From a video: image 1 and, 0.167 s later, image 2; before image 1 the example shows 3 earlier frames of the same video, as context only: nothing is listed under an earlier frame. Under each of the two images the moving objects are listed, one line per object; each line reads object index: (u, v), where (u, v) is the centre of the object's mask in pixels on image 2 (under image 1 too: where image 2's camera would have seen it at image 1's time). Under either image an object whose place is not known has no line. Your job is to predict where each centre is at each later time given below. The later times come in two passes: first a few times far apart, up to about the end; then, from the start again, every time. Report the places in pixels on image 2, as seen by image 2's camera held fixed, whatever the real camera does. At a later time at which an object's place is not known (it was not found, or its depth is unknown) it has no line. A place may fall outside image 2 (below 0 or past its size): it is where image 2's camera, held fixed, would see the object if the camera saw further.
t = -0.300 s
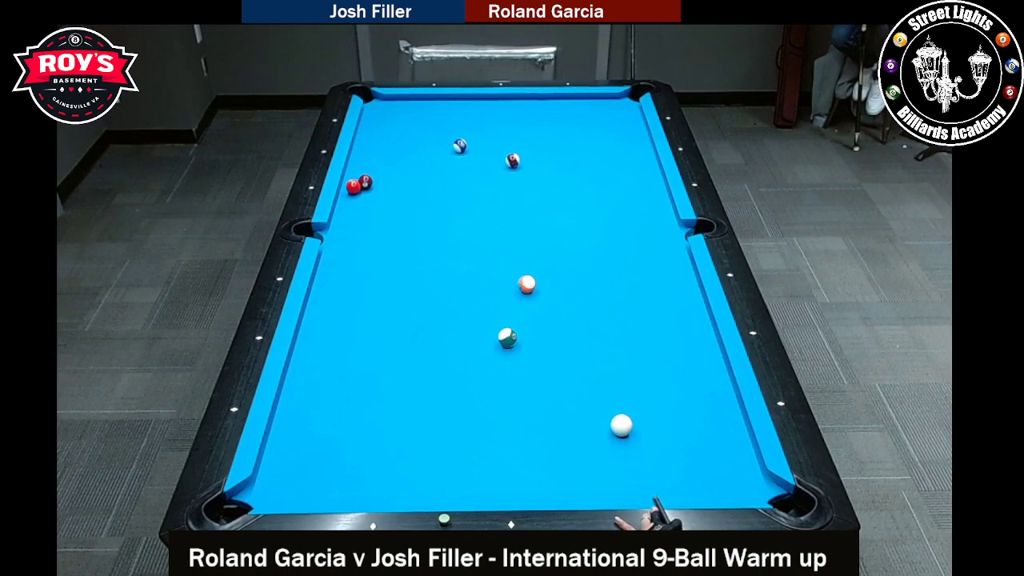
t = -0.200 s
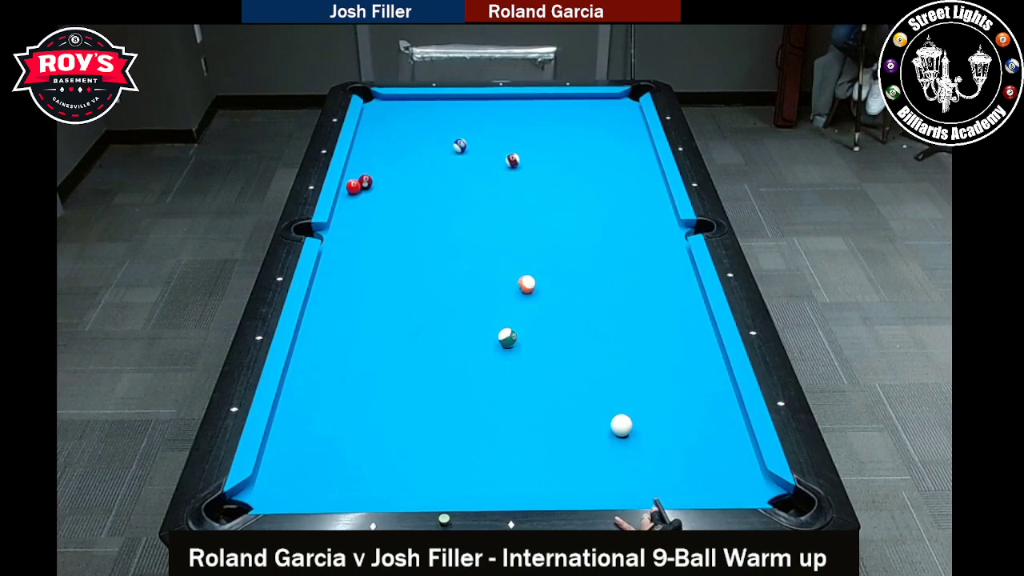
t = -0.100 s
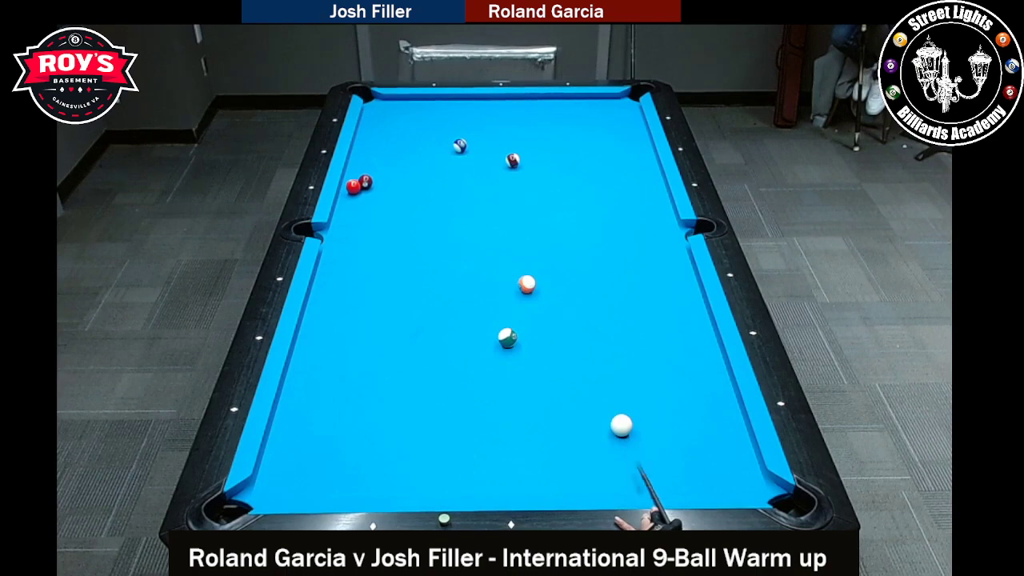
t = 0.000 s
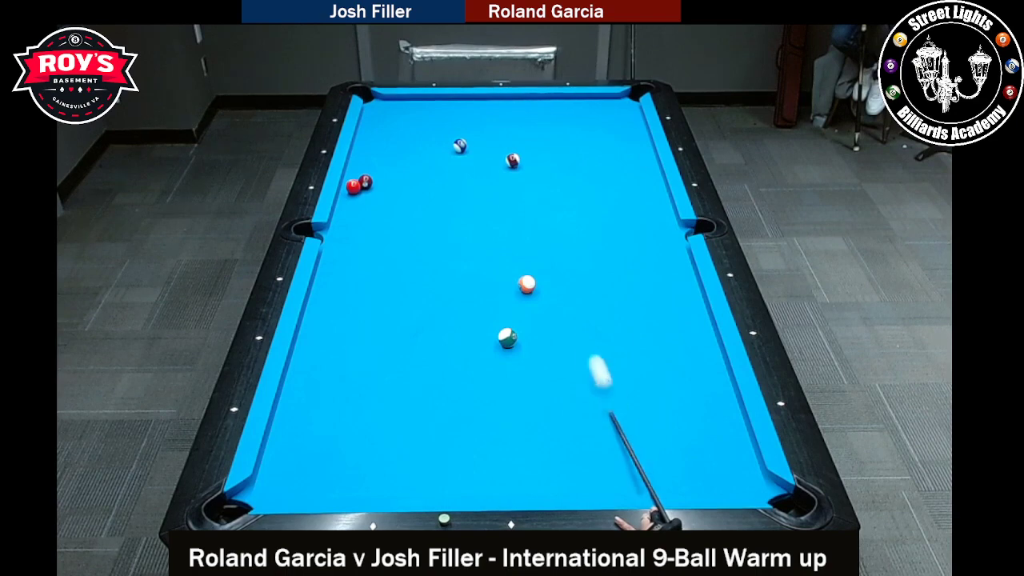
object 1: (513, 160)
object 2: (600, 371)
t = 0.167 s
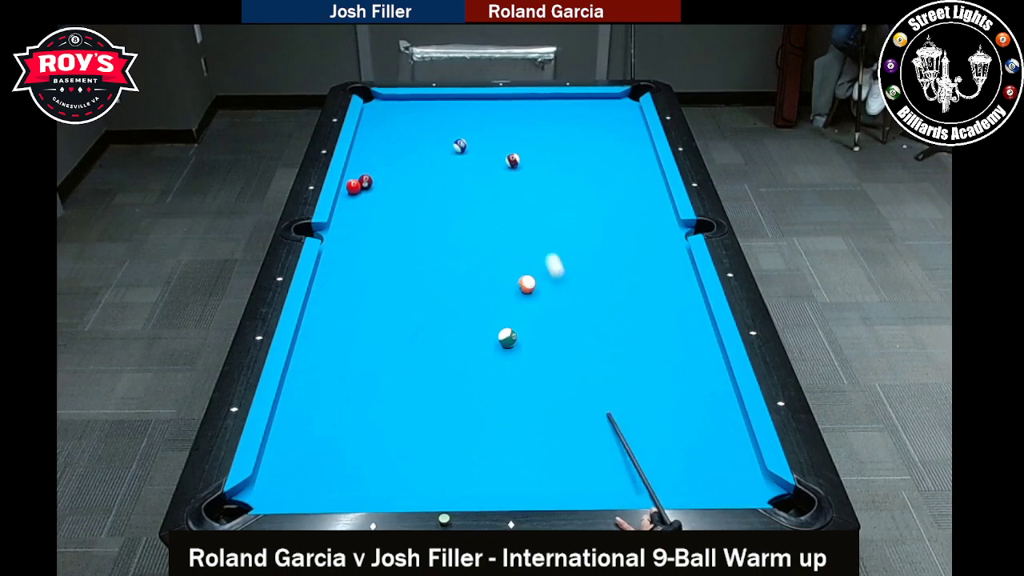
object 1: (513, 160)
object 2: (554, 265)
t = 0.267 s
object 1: (513, 160)
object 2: (536, 221)
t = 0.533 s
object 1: (514, 140)
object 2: (502, 166)
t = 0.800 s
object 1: (519, 98)
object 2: (475, 163)
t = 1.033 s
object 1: (524, 115)
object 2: (454, 160)
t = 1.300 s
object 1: (530, 136)
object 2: (431, 157)
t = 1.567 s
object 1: (536, 159)
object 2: (410, 155)
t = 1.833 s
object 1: (542, 182)
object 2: (390, 153)
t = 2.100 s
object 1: (549, 208)
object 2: (371, 151)
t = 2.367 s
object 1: (556, 235)
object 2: (356, 150)
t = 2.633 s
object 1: (564, 264)
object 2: (365, 150)
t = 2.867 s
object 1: (570, 291)
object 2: (372, 150)
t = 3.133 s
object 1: (579, 323)
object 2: (378, 150)
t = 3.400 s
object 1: (588, 358)
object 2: (383, 150)
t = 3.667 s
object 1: (598, 396)
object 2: (386, 150)
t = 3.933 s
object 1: (609, 437)
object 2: (388, 149)
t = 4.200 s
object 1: (621, 481)
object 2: (389, 149)
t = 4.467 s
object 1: (622, 467)
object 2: (389, 149)
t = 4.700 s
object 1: (620, 446)
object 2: (389, 149)
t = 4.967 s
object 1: (619, 424)
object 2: (389, 149)
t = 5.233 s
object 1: (618, 405)
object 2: (389, 149)
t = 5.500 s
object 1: (617, 388)
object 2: (389, 149)
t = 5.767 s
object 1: (617, 374)
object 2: (389, 149)
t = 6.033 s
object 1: (616, 361)
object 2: (389, 149)
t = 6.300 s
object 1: (616, 350)
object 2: (389, 149)
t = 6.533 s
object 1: (616, 342)
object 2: (389, 149)
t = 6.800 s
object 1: (615, 334)
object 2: (389, 149)
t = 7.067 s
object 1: (615, 328)
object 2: (389, 149)
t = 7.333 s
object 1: (614, 322)
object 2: (389, 149)
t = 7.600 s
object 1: (612, 319)
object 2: (389, 149)
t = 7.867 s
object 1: (611, 316)
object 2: (389, 149)
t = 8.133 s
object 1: (611, 314)
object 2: (389, 149)
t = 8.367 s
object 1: (611, 314)
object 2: (389, 149)
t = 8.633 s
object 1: (611, 314)
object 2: (389, 149)
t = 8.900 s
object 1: (611, 314)
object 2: (389, 149)
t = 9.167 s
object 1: (611, 314)
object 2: (389, 149)
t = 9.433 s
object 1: (611, 314)
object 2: (389, 149)
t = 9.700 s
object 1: (611, 314)
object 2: (389, 149)
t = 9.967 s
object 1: (611, 314)
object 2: (389, 149)
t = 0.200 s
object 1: (513, 160)
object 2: (548, 249)
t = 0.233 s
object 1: (513, 160)
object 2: (541, 234)
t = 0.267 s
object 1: (513, 160)
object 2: (536, 221)
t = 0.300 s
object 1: (513, 161)
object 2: (530, 208)
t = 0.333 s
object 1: (513, 160)
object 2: (525, 197)
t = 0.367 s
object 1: (513, 160)
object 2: (521, 186)
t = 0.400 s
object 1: (513, 160)
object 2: (517, 176)
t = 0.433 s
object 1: (514, 157)
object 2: (512, 168)
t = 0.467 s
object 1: (514, 153)
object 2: (509, 166)
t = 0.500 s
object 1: (514, 147)
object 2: (505, 166)
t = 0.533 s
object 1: (514, 140)
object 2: (502, 166)
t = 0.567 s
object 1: (515, 134)
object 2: (498, 165)
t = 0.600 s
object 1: (515, 127)
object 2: (495, 165)
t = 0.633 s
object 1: (516, 122)
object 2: (492, 164)
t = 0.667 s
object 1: (517, 117)
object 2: (488, 164)
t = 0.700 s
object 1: (518, 111)
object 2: (485, 164)
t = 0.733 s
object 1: (517, 107)
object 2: (482, 163)
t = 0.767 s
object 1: (518, 102)
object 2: (479, 163)
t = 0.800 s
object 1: (519, 98)
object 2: (475, 163)
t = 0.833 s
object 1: (519, 98)
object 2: (472, 162)
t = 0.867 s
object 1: (520, 101)
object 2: (469, 162)
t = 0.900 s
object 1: (521, 104)
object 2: (466, 162)
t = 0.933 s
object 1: (521, 108)
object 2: (463, 161)
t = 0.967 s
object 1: (522, 110)
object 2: (460, 161)
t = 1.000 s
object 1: (523, 112)
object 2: (457, 161)
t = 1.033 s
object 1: (524, 115)
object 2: (454, 160)
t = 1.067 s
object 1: (524, 118)
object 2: (451, 160)
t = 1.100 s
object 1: (525, 120)
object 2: (448, 159)
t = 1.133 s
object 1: (526, 123)
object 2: (445, 159)
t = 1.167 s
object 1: (526, 126)
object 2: (442, 159)
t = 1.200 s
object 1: (527, 128)
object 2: (439, 159)
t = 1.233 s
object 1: (528, 131)
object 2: (436, 158)
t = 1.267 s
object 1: (529, 134)
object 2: (434, 158)
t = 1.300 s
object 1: (530, 136)
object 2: (431, 157)
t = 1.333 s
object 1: (531, 139)
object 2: (428, 157)
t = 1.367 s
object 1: (531, 142)
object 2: (425, 157)
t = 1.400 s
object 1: (532, 144)
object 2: (423, 156)
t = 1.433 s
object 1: (533, 147)
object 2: (420, 156)
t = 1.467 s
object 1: (533, 150)
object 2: (417, 156)
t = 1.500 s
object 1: (534, 153)
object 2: (415, 156)
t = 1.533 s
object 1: (535, 156)
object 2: (412, 155)
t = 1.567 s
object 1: (536, 159)
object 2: (410, 155)
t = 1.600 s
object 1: (536, 161)
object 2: (407, 155)
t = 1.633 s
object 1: (537, 164)
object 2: (404, 155)
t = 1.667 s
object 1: (538, 167)
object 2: (402, 155)
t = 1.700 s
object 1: (539, 170)
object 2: (399, 154)
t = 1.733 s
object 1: (540, 173)
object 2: (397, 154)
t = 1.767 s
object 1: (540, 176)
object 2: (394, 154)
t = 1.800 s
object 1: (541, 180)
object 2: (392, 153)
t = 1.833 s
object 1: (542, 182)
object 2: (390, 153)
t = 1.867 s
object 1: (543, 185)
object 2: (387, 153)
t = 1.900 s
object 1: (544, 189)
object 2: (385, 153)
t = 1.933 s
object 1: (545, 192)
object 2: (382, 152)
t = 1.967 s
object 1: (546, 195)
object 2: (380, 152)
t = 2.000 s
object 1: (546, 198)
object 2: (378, 152)
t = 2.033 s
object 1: (547, 201)
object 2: (376, 152)
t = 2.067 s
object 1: (548, 205)
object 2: (373, 151)
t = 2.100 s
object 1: (549, 208)
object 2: (371, 151)
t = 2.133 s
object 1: (550, 211)
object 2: (369, 151)
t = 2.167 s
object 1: (551, 214)
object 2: (367, 151)
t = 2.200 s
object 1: (552, 217)
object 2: (365, 151)
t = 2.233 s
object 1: (552, 221)
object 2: (362, 150)
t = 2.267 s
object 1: (553, 224)
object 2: (360, 150)
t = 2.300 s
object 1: (554, 228)
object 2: (358, 150)
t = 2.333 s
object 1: (555, 231)
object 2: (356, 149)
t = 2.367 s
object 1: (556, 235)
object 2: (356, 150)
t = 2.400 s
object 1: (557, 238)
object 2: (357, 150)
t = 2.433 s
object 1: (558, 242)
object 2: (358, 149)
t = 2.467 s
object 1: (559, 245)
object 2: (359, 150)
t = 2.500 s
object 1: (560, 249)
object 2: (361, 149)
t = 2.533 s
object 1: (560, 253)
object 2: (362, 149)
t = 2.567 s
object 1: (561, 256)
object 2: (363, 150)
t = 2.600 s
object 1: (562, 260)
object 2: (364, 149)
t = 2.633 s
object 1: (564, 264)
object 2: (365, 150)
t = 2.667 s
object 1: (565, 267)
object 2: (366, 150)
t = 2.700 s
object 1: (565, 271)
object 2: (367, 150)
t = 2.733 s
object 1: (566, 275)
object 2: (368, 150)
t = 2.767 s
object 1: (567, 279)
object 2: (369, 150)
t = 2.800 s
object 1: (568, 283)
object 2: (370, 150)
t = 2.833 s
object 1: (569, 287)
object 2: (371, 150)
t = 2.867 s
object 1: (570, 291)
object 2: (372, 150)
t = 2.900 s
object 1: (571, 295)
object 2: (373, 150)
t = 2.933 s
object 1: (572, 299)
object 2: (373, 150)
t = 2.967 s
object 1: (573, 302)
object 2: (374, 150)
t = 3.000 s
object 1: (574, 306)
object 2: (375, 150)
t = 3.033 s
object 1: (576, 311)
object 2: (376, 150)
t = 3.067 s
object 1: (576, 315)
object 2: (377, 150)
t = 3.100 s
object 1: (578, 319)
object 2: (377, 150)
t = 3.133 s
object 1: (579, 323)
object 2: (378, 150)
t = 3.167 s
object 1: (580, 328)
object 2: (379, 150)
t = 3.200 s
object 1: (581, 332)
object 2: (380, 150)
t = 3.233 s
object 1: (582, 336)
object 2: (380, 150)
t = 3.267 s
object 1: (583, 341)
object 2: (381, 150)
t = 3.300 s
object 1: (584, 345)
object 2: (381, 150)
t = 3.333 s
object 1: (585, 349)
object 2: (382, 150)
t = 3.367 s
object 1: (587, 354)
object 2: (382, 150)
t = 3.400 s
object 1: (588, 358)
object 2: (383, 150)
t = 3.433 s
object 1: (589, 363)
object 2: (384, 150)
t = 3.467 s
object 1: (590, 368)
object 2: (384, 150)
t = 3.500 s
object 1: (592, 373)
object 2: (384, 150)
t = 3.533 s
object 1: (593, 377)
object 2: (385, 150)
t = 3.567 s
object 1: (594, 382)
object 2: (385, 150)
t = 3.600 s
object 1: (595, 387)
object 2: (386, 150)
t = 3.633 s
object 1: (597, 392)
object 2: (386, 150)
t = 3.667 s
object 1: (598, 396)
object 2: (386, 150)
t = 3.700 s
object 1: (599, 401)
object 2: (387, 149)
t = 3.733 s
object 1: (601, 407)
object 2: (387, 149)
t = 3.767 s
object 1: (602, 411)
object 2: (387, 149)
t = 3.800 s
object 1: (603, 417)
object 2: (388, 149)
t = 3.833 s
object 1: (605, 422)
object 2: (388, 149)
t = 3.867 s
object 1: (606, 427)
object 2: (388, 149)
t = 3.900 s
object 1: (607, 432)
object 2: (388, 149)
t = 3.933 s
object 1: (609, 437)
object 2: (388, 149)
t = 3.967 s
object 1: (610, 442)
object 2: (388, 149)
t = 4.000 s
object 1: (612, 448)
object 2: (389, 149)
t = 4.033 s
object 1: (613, 453)
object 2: (389, 149)
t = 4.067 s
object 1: (615, 459)
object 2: (389, 149)
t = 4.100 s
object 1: (616, 465)
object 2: (389, 149)
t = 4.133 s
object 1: (618, 470)
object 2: (389, 149)
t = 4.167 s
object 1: (619, 476)
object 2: (389, 149)
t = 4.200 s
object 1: (621, 481)
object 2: (389, 149)
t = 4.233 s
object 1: (622, 485)
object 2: (389, 149)
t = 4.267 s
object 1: (623, 485)
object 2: (389, 149)
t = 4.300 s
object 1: (622, 483)
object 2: (389, 149)
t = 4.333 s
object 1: (622, 481)
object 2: (389, 149)
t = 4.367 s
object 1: (622, 477)
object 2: (389, 149)
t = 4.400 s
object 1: (622, 474)
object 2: (389, 149)
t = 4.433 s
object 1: (622, 470)
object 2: (389, 149)
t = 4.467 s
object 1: (622, 467)
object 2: (389, 149)
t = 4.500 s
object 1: (622, 464)
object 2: (389, 149)
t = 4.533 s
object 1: (621, 461)
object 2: (389, 149)
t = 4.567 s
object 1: (621, 457)
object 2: (389, 149)
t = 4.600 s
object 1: (621, 454)
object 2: (389, 149)
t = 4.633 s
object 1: (621, 452)
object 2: (389, 149)
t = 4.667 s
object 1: (620, 448)
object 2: (389, 149)
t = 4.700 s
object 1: (620, 446)
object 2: (389, 149)
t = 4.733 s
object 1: (620, 443)
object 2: (389, 149)
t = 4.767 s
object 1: (620, 440)
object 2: (389, 149)
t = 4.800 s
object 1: (620, 437)
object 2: (389, 149)
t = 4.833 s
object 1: (619, 434)
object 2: (389, 149)
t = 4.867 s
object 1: (620, 431)
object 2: (389, 149)
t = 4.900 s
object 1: (619, 429)
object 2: (389, 149)
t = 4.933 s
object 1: (619, 426)
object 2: (389, 149)
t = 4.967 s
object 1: (619, 424)
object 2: (389, 149)
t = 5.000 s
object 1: (619, 421)
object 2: (389, 149)
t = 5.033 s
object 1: (619, 419)
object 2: (389, 149)
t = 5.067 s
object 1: (619, 416)
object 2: (389, 149)
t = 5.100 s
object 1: (619, 414)
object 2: (389, 149)
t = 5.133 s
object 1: (619, 412)
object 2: (389, 149)
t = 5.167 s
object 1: (619, 409)
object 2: (389, 149)
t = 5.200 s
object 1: (618, 407)
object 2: (389, 149)
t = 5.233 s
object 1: (618, 405)
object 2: (389, 149)
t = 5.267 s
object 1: (618, 403)
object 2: (389, 149)
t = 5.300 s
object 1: (618, 400)
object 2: (389, 149)
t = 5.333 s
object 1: (618, 398)
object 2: (389, 149)
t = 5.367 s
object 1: (618, 396)
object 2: (389, 149)
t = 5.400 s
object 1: (618, 394)
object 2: (389, 149)
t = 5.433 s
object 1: (618, 392)
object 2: (389, 149)
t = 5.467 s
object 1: (617, 390)
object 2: (389, 149)
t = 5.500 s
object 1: (617, 388)
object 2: (389, 149)
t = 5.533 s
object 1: (617, 386)
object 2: (389, 149)
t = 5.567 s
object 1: (617, 384)
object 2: (389, 149)
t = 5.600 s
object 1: (617, 382)
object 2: (389, 149)
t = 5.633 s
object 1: (617, 380)
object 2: (389, 149)
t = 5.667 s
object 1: (617, 379)
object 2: (389, 149)
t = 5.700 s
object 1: (617, 377)
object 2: (389, 149)
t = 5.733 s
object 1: (617, 375)
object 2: (389, 149)
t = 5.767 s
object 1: (617, 374)
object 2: (389, 149)
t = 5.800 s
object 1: (617, 372)
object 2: (389, 149)
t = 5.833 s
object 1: (617, 370)
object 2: (389, 149)
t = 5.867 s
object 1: (617, 369)
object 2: (389, 149)
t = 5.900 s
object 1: (617, 367)
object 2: (389, 149)
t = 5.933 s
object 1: (617, 365)
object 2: (389, 149)
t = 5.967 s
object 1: (617, 364)
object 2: (389, 149)
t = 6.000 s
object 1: (617, 362)
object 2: (389, 149)
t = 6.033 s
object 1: (616, 361)
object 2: (389, 149)
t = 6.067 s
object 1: (616, 360)
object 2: (389, 149)
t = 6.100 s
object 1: (616, 358)
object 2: (389, 149)
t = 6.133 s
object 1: (616, 357)
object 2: (389, 149)
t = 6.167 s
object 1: (616, 356)
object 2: (389, 149)
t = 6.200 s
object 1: (616, 354)
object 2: (389, 149)
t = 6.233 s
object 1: (616, 353)
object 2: (389, 149)
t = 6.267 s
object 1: (616, 351)
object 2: (389, 149)
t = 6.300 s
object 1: (616, 350)
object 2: (389, 149)
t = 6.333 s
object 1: (616, 349)
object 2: (389, 149)
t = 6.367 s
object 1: (616, 347)
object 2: (389, 149)
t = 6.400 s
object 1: (616, 346)
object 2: (389, 149)
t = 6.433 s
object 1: (616, 345)
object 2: (389, 149)
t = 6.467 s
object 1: (616, 344)
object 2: (389, 149)
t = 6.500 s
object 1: (616, 343)
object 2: (389, 149)
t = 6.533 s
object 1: (616, 342)
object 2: (389, 149)
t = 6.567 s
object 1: (616, 341)
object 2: (389, 149)
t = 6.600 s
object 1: (616, 340)
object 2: (389, 149)
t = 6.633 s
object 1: (616, 339)
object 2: (389, 149)
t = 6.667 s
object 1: (616, 338)
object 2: (389, 149)
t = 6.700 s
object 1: (616, 337)
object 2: (389, 149)
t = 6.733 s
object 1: (616, 336)
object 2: (389, 149)
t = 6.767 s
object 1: (616, 335)
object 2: (389, 149)
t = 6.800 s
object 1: (615, 334)
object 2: (389, 149)
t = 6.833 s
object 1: (615, 333)
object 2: (389, 149)
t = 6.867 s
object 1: (615, 332)
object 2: (389, 149)
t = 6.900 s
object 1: (615, 331)
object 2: (389, 149)
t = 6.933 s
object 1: (615, 330)
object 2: (389, 149)
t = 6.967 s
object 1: (615, 330)
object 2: (389, 149)
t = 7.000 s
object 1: (615, 329)
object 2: (389, 149)
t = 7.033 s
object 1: (615, 328)
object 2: (389, 149)
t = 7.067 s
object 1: (615, 328)
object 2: (389, 149)
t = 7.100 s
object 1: (614, 327)
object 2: (389, 149)
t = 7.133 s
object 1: (614, 326)
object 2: (389, 149)
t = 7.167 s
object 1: (614, 325)
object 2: (389, 149)
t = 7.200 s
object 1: (614, 325)
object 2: (389, 149)
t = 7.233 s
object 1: (614, 324)
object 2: (389, 149)
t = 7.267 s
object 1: (614, 323)
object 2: (389, 149)
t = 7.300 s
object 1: (614, 323)
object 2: (389, 149)
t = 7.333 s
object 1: (614, 322)
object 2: (389, 149)
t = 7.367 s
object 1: (613, 322)
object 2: (389, 149)
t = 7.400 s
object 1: (613, 321)
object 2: (389, 149)
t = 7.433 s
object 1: (613, 321)
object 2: (389, 149)
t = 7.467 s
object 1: (613, 320)
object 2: (389, 149)
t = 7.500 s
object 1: (613, 320)
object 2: (389, 149)
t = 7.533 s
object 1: (613, 319)
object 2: (389, 149)
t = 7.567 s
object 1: (613, 319)
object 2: (389, 149)
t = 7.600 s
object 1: (612, 319)
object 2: (389, 149)
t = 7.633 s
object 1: (612, 318)
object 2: (389, 149)
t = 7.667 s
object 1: (612, 318)
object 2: (389, 149)
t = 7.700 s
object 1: (612, 317)
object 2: (389, 149)
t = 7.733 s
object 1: (612, 317)
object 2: (389, 149)
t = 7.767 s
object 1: (611, 317)
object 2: (389, 149)
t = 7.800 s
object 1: (611, 316)
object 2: (389, 149)
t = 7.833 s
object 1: (611, 316)
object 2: (389, 149)
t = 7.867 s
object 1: (611, 316)
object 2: (389, 149)
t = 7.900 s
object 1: (611, 316)
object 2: (389, 149)
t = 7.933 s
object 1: (611, 315)
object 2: (389, 149)
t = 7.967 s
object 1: (611, 315)
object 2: (389, 149)
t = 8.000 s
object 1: (611, 315)
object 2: (389, 149)
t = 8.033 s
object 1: (611, 315)
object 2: (389, 149)
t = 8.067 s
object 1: (611, 315)
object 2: (389, 149)
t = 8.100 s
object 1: (611, 314)
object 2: (389, 149)
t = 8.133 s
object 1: (611, 314)
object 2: (389, 149)
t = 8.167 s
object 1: (611, 314)
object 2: (389, 149)
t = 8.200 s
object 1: (611, 314)
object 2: (389, 149)
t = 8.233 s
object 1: (611, 314)
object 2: (389, 149)
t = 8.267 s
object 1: (611, 314)
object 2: (389, 149)
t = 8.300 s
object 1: (611, 314)
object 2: (389, 149)
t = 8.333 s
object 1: (611, 314)
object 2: (389, 149)
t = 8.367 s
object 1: (611, 314)
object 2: (389, 149)
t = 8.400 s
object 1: (611, 314)
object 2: (389, 149)
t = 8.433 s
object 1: (611, 314)
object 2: (389, 149)
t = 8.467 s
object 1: (611, 314)
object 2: (389, 149)
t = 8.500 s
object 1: (611, 314)
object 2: (389, 149)
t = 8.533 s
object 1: (611, 314)
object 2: (389, 149)
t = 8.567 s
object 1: (611, 314)
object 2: (389, 149)
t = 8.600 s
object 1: (611, 314)
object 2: (389, 149)
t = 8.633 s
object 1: (611, 314)
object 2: (389, 149)
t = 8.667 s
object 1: (611, 314)
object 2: (389, 149)
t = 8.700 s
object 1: (611, 314)
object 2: (389, 149)
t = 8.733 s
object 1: (611, 314)
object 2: (389, 149)
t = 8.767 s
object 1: (611, 314)
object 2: (389, 149)
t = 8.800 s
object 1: (611, 314)
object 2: (389, 149)
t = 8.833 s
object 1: (611, 314)
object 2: (389, 149)
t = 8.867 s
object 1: (611, 314)
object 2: (389, 149)
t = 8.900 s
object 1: (611, 314)
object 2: (389, 149)
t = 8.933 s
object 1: (611, 314)
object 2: (389, 149)
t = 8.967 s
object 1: (611, 314)
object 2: (389, 149)
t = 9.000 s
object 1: (611, 314)
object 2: (389, 149)
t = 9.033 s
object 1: (611, 314)
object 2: (389, 149)
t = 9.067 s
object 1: (611, 314)
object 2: (389, 149)
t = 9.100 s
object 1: (611, 314)
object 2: (389, 149)
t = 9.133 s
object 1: (611, 314)
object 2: (389, 149)
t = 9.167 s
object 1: (611, 314)
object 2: (389, 149)
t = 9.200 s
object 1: (611, 314)
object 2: (389, 149)
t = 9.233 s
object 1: (611, 314)
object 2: (389, 149)
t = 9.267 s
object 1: (611, 314)
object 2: (389, 149)
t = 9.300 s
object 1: (611, 314)
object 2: (389, 149)
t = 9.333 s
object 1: (611, 314)
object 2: (389, 149)
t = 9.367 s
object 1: (611, 314)
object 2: (389, 149)
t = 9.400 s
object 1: (611, 314)
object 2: (389, 149)
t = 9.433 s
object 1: (611, 314)
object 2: (389, 149)
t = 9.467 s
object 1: (611, 314)
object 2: (389, 149)
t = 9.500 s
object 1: (611, 314)
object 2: (389, 149)
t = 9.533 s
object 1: (611, 314)
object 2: (389, 149)
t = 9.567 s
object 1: (611, 314)
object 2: (389, 149)
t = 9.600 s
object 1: (611, 314)
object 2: (389, 149)
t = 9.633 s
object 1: (611, 314)
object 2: (389, 149)
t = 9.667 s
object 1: (611, 314)
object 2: (389, 149)
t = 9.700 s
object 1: (611, 314)
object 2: (389, 149)
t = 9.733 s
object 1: (611, 314)
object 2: (389, 149)
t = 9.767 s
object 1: (611, 314)
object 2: (389, 149)
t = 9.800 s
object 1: (611, 314)
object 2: (389, 149)
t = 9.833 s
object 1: (611, 314)
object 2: (389, 149)
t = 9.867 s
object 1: (611, 314)
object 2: (389, 149)
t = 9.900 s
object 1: (611, 314)
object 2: (389, 149)
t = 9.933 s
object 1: (611, 314)
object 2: (389, 149)
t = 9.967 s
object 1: (611, 314)
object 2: (389, 149)
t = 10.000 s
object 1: (611, 314)
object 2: (389, 149)
